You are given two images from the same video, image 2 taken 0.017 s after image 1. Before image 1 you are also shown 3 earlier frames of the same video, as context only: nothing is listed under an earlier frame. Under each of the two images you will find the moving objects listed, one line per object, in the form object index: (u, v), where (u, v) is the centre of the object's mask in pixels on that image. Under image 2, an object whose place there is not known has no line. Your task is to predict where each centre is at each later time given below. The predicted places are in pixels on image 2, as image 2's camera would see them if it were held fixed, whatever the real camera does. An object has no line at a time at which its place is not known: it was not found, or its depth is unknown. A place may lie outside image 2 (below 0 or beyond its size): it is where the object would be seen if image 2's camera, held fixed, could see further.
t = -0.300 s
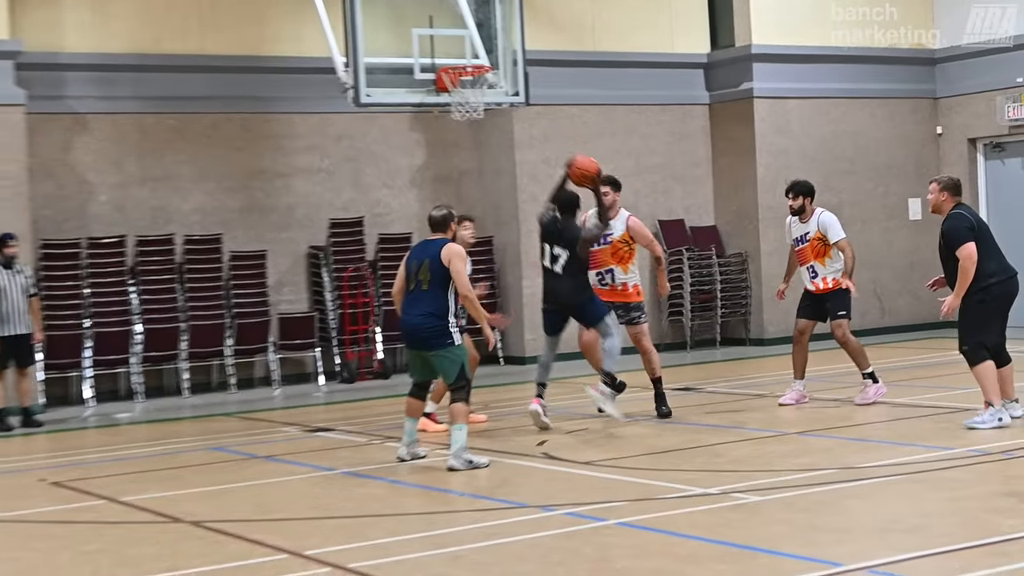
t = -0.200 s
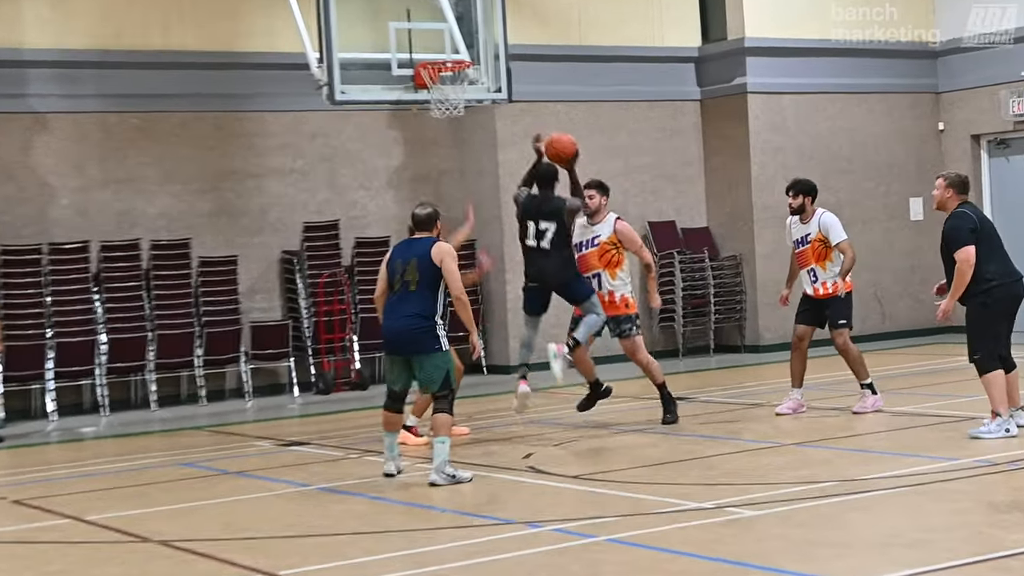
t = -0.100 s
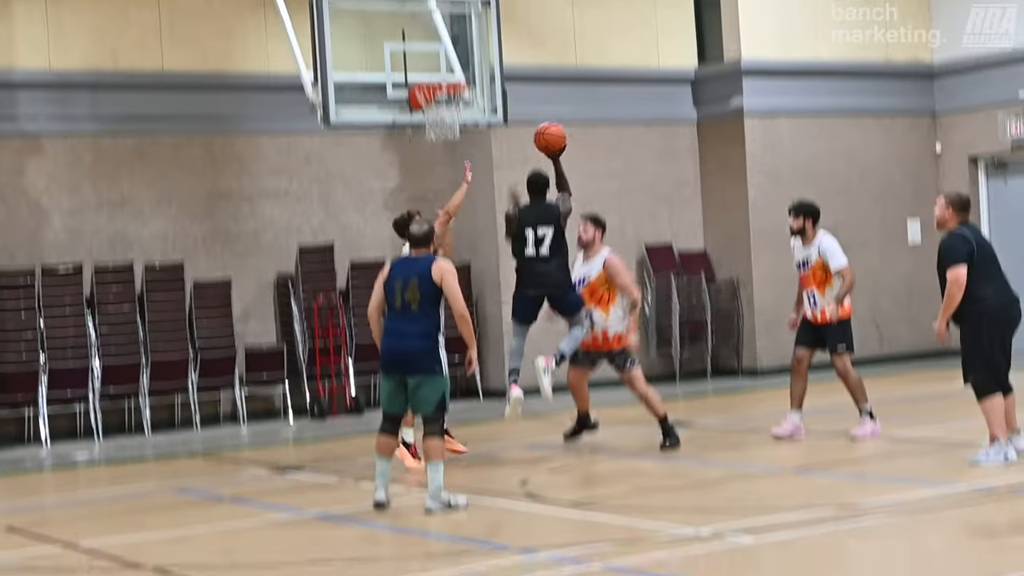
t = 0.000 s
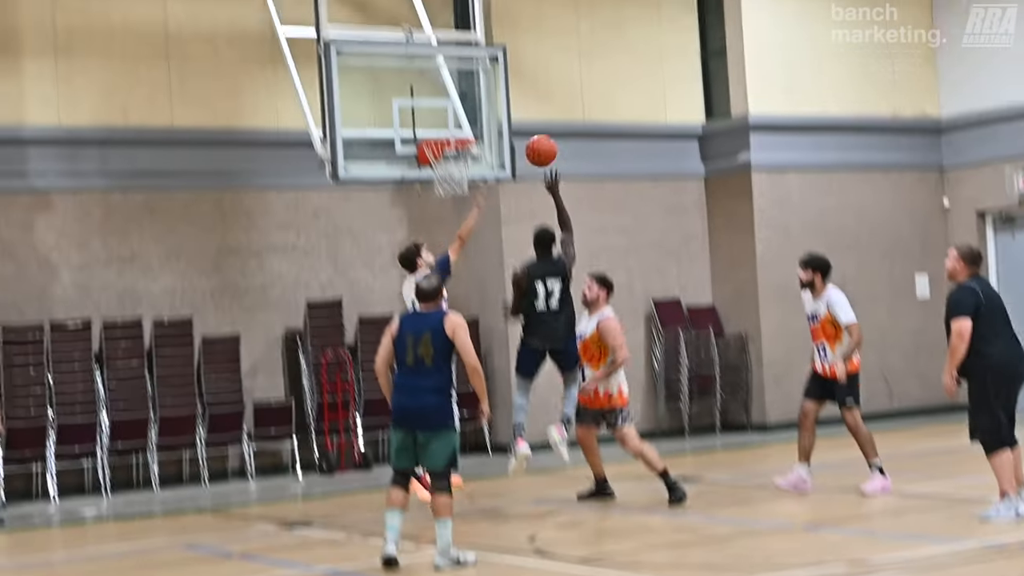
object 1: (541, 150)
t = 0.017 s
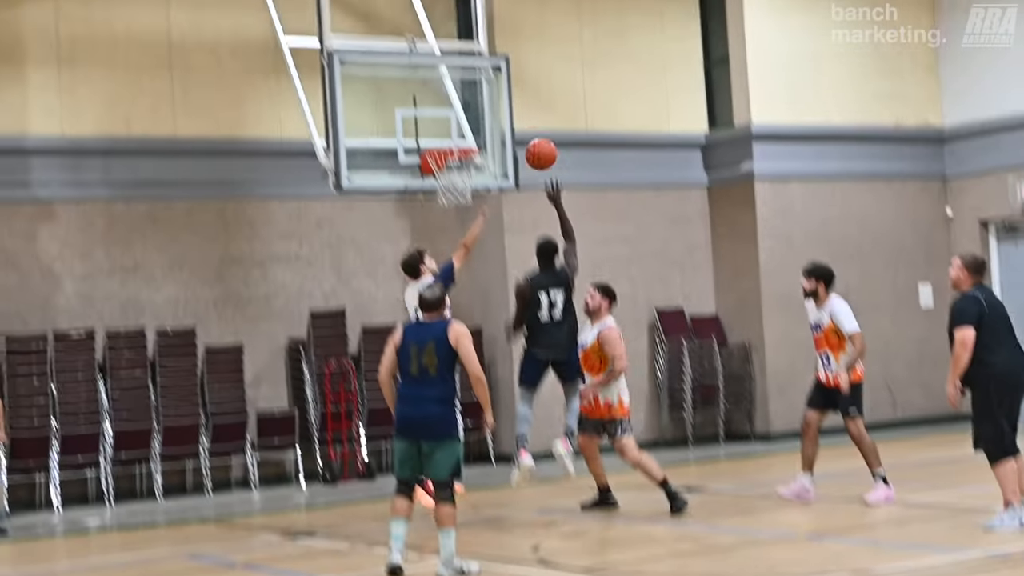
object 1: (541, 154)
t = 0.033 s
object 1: (537, 146)
